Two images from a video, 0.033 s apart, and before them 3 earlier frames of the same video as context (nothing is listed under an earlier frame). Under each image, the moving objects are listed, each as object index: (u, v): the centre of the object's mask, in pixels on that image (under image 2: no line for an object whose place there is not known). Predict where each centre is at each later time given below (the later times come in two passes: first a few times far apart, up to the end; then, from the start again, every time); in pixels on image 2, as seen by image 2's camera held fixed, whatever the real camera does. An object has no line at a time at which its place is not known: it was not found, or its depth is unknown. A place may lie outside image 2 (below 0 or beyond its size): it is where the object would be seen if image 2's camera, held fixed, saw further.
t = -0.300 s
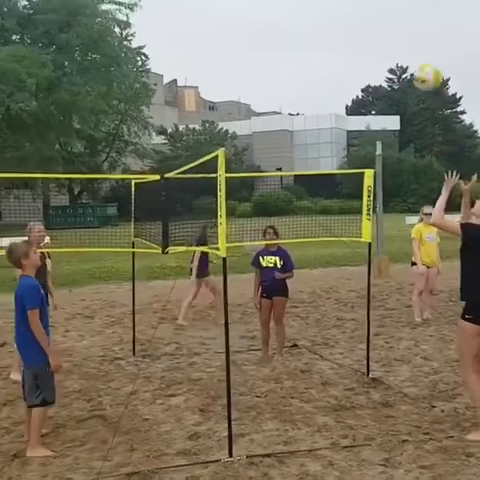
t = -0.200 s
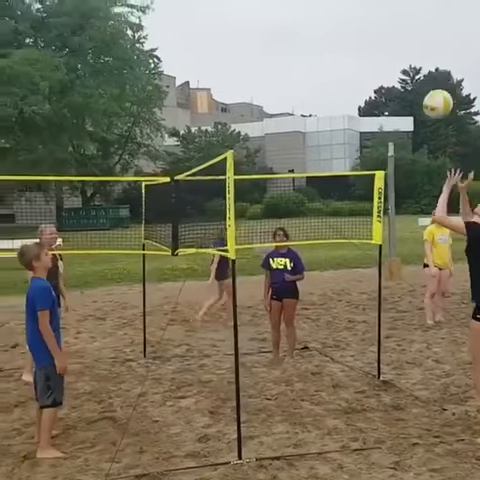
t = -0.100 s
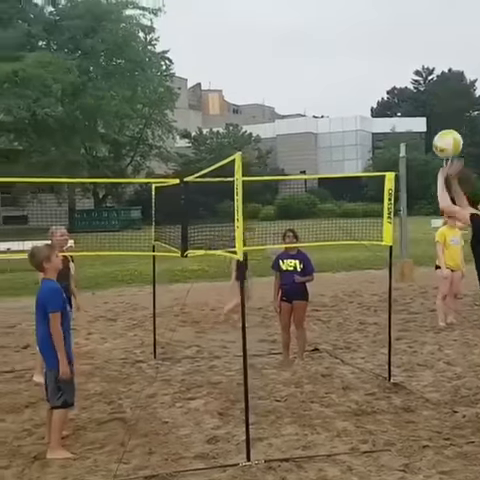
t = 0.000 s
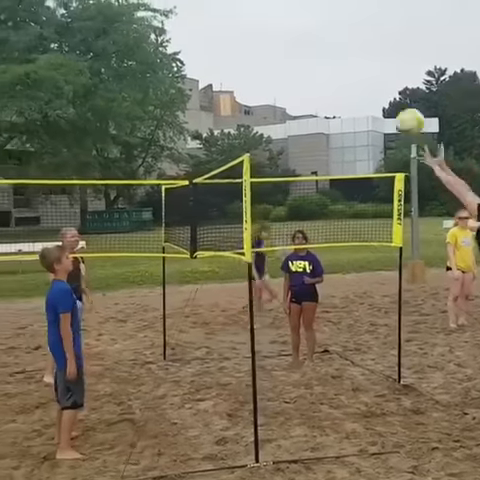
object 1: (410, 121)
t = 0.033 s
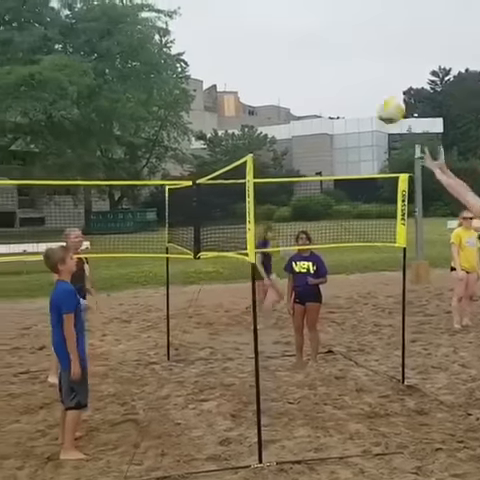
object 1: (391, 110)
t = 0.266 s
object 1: (250, 69)
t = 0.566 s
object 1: (101, 110)
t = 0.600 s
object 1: (88, 121)
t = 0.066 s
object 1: (369, 100)
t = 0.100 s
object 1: (348, 91)
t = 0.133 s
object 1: (327, 84)
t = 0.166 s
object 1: (307, 78)
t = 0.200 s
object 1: (287, 74)
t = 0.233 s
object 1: (268, 71)
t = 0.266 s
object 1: (250, 69)
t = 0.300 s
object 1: (232, 69)
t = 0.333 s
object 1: (213, 71)
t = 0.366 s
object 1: (195, 73)
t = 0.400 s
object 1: (178, 76)
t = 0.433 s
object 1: (162, 80)
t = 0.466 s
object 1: (145, 86)
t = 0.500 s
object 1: (130, 93)
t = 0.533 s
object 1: (115, 101)
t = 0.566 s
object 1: (101, 110)
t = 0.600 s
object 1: (88, 121)
